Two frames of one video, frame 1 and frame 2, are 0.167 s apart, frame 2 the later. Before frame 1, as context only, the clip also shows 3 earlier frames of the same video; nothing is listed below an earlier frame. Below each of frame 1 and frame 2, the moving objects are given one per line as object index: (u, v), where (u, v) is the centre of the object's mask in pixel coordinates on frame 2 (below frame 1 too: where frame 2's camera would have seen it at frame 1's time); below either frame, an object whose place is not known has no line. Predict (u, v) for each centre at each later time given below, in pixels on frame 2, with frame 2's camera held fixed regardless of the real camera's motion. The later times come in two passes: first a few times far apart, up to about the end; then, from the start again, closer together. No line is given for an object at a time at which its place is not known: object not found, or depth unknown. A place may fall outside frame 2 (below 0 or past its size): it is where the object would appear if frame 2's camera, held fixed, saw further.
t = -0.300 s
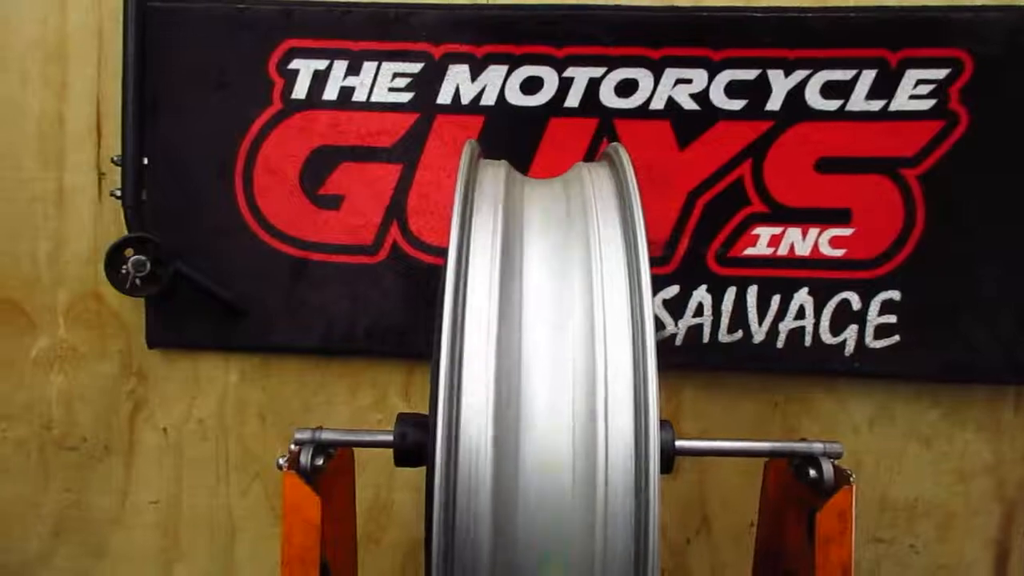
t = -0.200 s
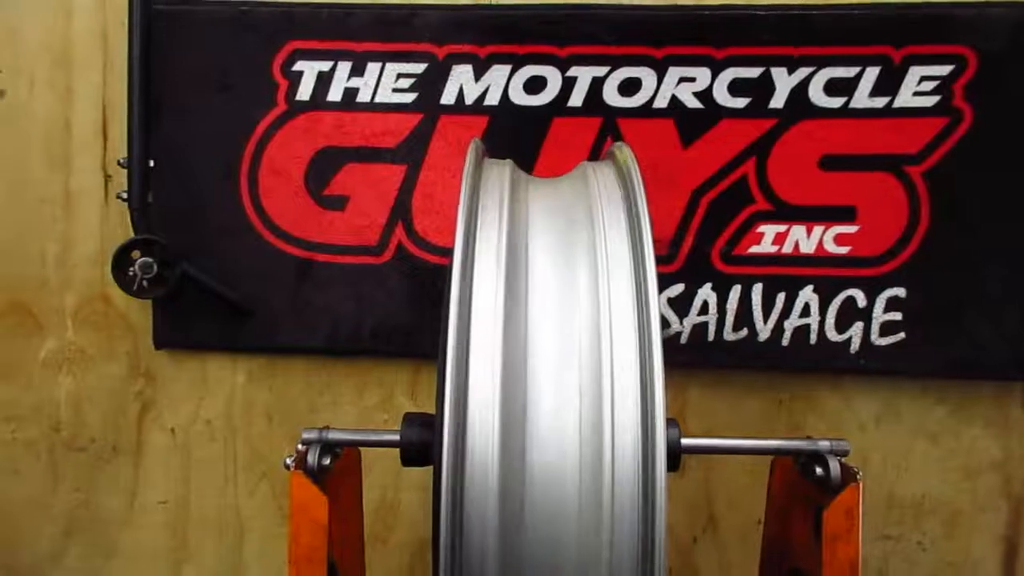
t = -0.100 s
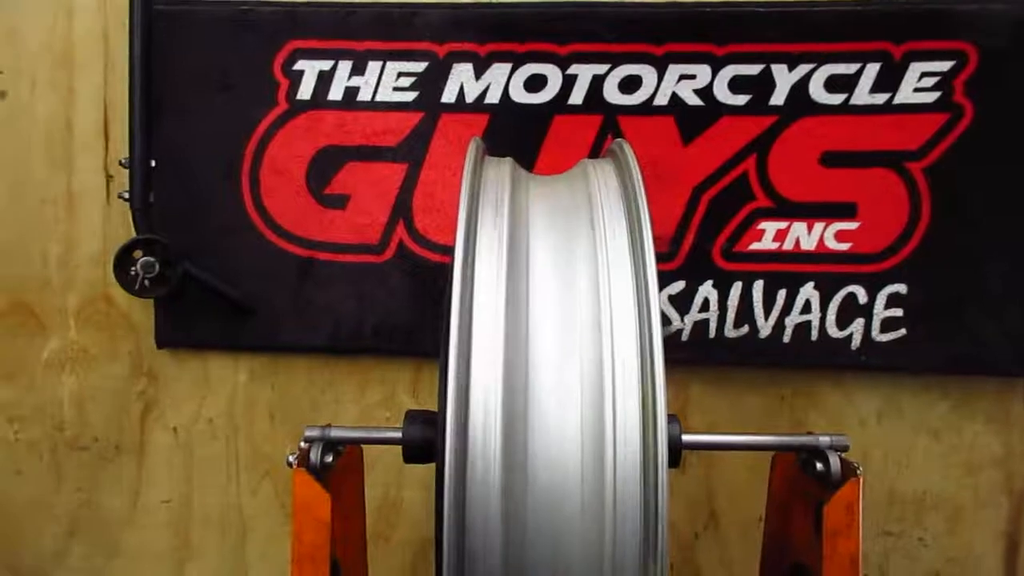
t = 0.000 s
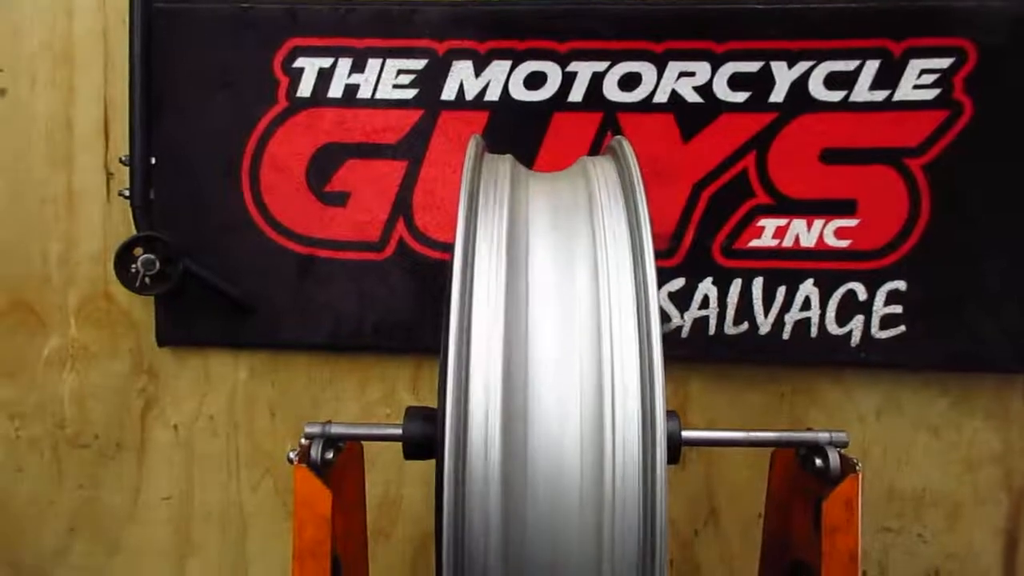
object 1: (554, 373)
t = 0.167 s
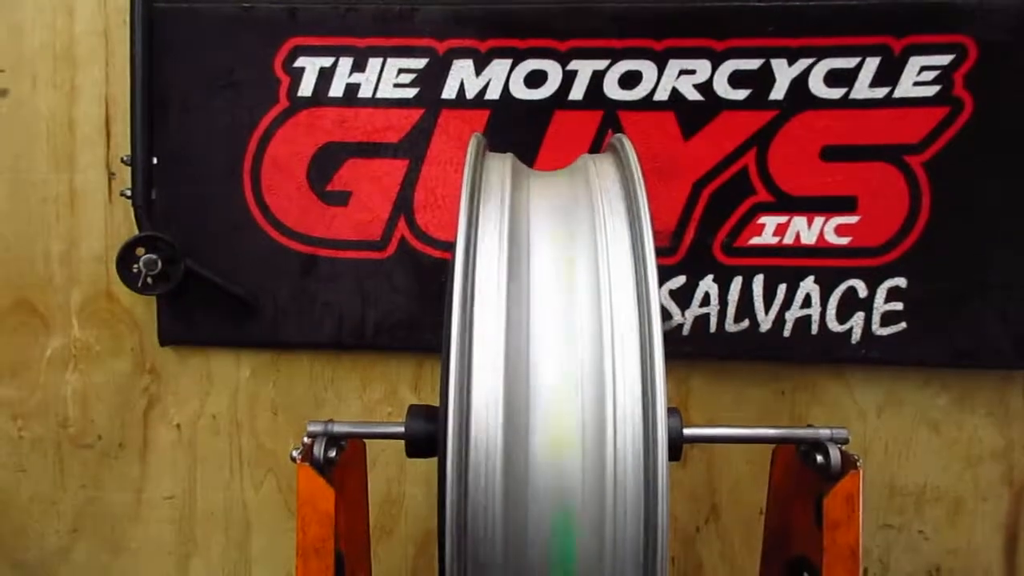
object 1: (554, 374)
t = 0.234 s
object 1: (555, 374)
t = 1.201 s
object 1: (556, 358)
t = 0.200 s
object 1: (554, 374)
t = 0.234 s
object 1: (555, 374)
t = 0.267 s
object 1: (554, 374)
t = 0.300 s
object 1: (555, 375)
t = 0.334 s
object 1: (555, 375)
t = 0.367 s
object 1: (556, 375)
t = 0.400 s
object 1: (556, 375)
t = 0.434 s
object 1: (556, 375)
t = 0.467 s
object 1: (557, 375)
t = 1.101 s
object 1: (559, 366)
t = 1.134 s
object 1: (557, 363)
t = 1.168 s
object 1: (557, 361)
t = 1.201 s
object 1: (556, 358)
